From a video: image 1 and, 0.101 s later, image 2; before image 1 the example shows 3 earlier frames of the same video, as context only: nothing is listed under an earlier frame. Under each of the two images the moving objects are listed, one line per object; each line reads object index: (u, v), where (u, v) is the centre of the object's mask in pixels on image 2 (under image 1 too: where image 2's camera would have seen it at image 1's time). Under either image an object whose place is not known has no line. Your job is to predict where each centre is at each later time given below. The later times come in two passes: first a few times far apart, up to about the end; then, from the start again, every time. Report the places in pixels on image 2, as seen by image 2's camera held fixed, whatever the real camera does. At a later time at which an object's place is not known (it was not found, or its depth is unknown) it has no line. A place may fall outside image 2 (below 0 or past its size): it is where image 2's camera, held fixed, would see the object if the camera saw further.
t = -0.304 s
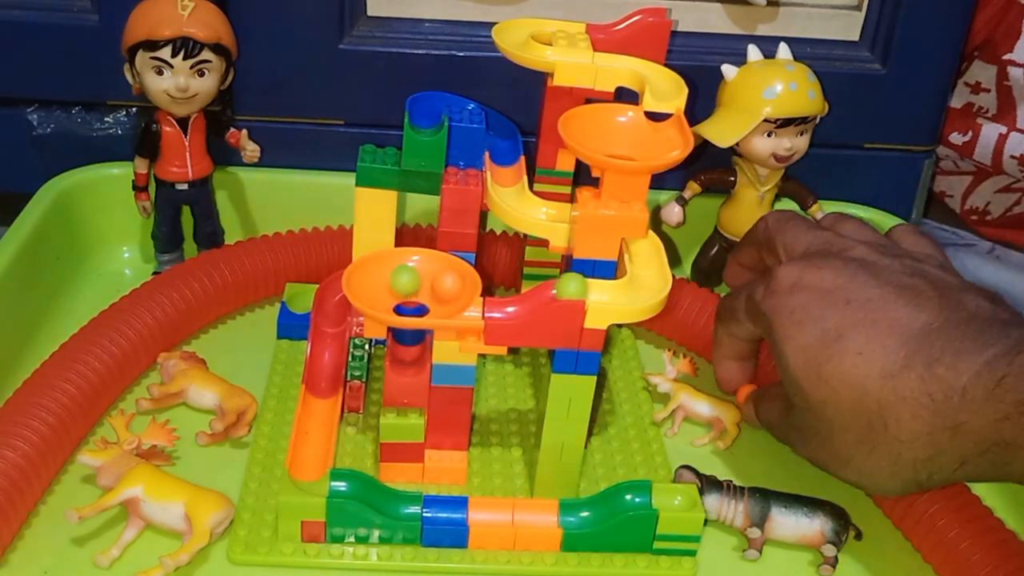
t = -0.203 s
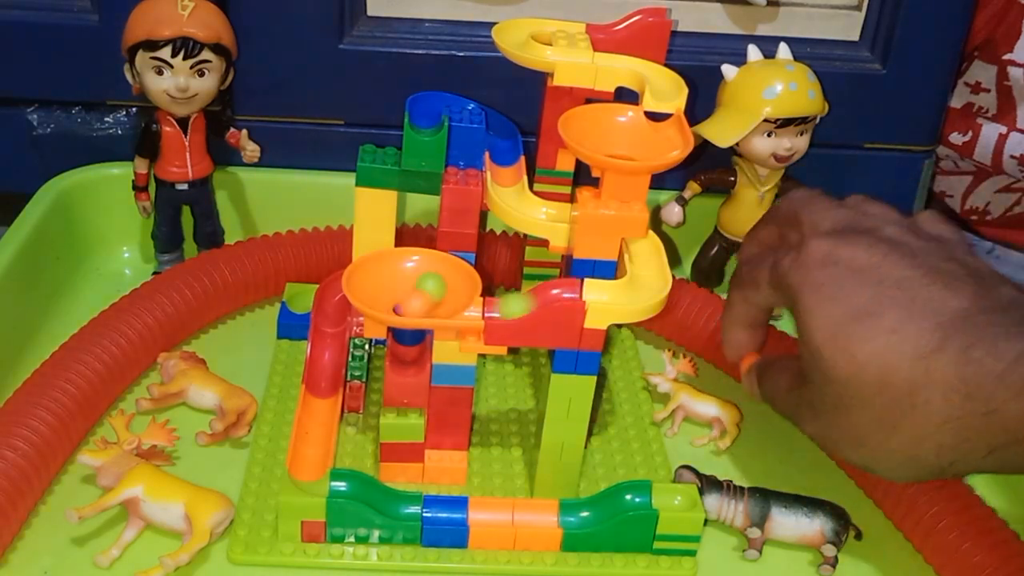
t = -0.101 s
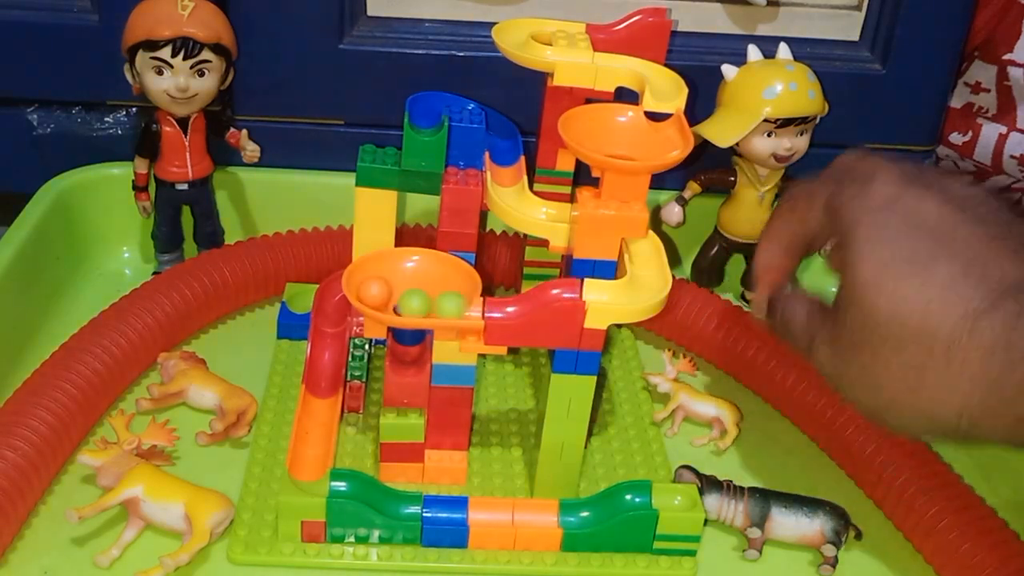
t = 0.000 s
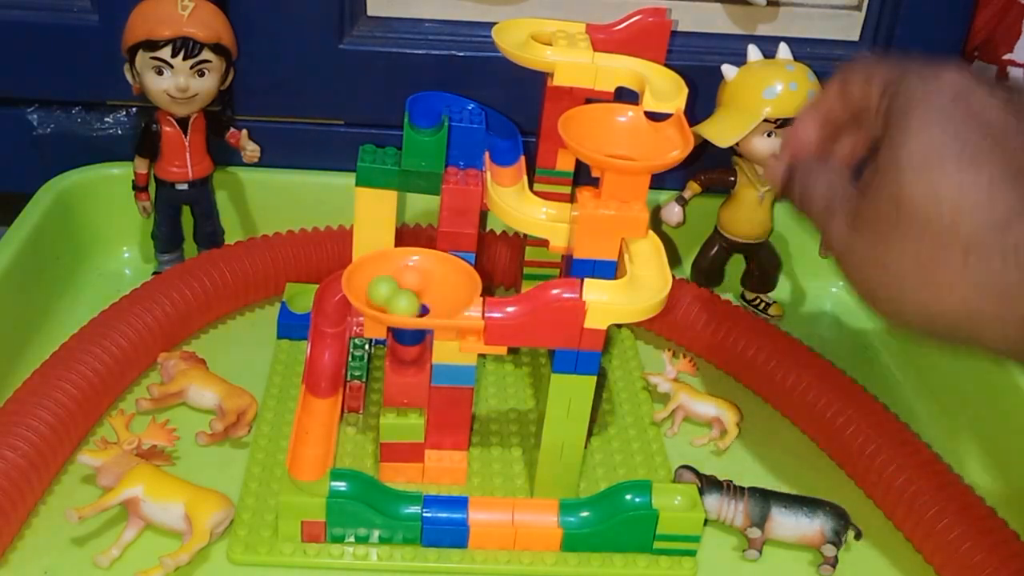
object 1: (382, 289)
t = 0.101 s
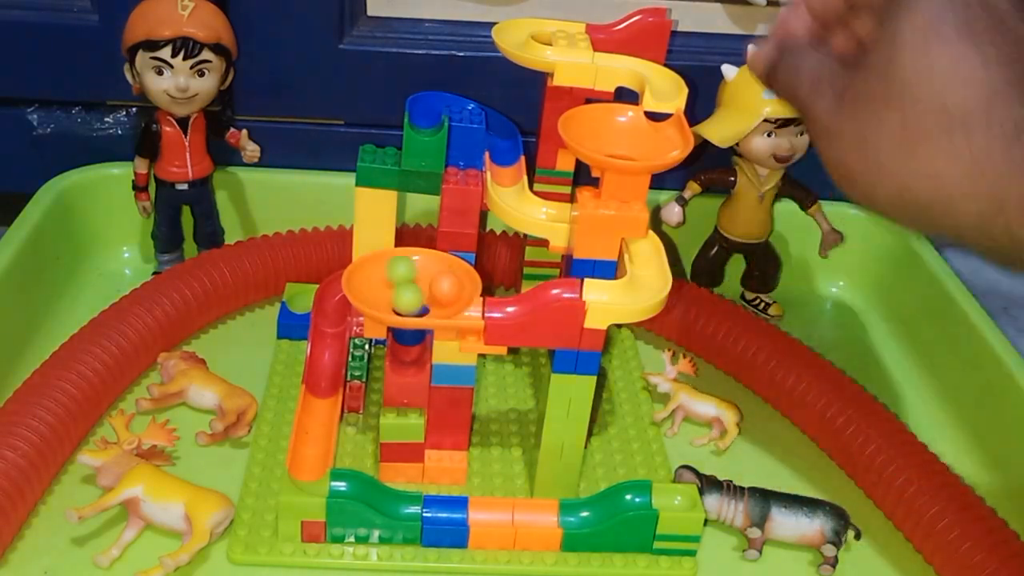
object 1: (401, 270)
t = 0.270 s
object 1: (435, 299)
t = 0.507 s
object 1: (402, 280)
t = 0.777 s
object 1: (391, 300)
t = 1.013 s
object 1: (439, 286)
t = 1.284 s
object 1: (389, 287)
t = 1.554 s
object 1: (408, 302)
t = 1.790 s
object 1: (425, 284)
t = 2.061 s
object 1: (395, 289)
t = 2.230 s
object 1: (422, 293)
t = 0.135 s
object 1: (416, 272)
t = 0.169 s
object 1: (430, 274)
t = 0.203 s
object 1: (440, 282)
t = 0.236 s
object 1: (441, 291)
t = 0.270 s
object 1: (435, 299)
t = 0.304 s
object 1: (421, 303)
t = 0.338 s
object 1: (405, 303)
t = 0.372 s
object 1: (391, 300)
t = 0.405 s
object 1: (382, 296)
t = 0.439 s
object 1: (381, 290)
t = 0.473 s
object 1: (389, 284)
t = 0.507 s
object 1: (402, 280)
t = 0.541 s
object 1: (417, 277)
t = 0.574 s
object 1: (431, 276)
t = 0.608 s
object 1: (439, 284)
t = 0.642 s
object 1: (439, 292)
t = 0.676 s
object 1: (432, 299)
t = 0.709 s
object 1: (419, 303)
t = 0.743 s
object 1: (405, 303)
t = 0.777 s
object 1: (391, 300)
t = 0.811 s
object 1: (383, 296)
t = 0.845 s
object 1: (383, 291)
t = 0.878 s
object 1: (390, 286)
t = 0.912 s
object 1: (404, 283)
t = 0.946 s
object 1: (417, 280)
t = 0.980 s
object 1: (431, 278)
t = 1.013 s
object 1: (439, 286)
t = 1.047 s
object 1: (438, 293)
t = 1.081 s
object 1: (431, 299)
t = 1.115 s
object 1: (419, 302)
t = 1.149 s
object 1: (405, 302)
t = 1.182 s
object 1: (393, 300)
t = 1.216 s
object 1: (385, 296)
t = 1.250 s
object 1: (384, 291)
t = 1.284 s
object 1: (389, 287)
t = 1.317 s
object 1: (401, 285)
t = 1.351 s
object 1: (414, 282)
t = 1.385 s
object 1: (429, 281)
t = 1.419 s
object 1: (436, 289)
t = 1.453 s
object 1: (437, 295)
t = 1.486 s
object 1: (432, 299)
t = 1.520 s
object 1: (421, 301)
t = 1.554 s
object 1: (408, 302)
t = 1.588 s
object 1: (396, 299)
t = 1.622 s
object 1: (388, 295)
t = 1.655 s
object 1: (387, 289)
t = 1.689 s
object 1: (391, 284)
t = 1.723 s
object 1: (400, 283)
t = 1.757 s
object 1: (410, 281)
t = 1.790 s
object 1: (425, 284)
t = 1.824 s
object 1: (431, 294)
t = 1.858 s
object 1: (430, 299)
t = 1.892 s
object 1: (425, 302)
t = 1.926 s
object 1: (417, 303)
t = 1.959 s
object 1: (407, 302)
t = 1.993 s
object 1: (398, 299)
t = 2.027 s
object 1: (393, 294)
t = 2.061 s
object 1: (395, 289)
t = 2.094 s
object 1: (400, 285)
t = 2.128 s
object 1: (406, 283)
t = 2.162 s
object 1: (413, 281)
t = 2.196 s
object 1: (420, 283)
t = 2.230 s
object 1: (422, 293)
